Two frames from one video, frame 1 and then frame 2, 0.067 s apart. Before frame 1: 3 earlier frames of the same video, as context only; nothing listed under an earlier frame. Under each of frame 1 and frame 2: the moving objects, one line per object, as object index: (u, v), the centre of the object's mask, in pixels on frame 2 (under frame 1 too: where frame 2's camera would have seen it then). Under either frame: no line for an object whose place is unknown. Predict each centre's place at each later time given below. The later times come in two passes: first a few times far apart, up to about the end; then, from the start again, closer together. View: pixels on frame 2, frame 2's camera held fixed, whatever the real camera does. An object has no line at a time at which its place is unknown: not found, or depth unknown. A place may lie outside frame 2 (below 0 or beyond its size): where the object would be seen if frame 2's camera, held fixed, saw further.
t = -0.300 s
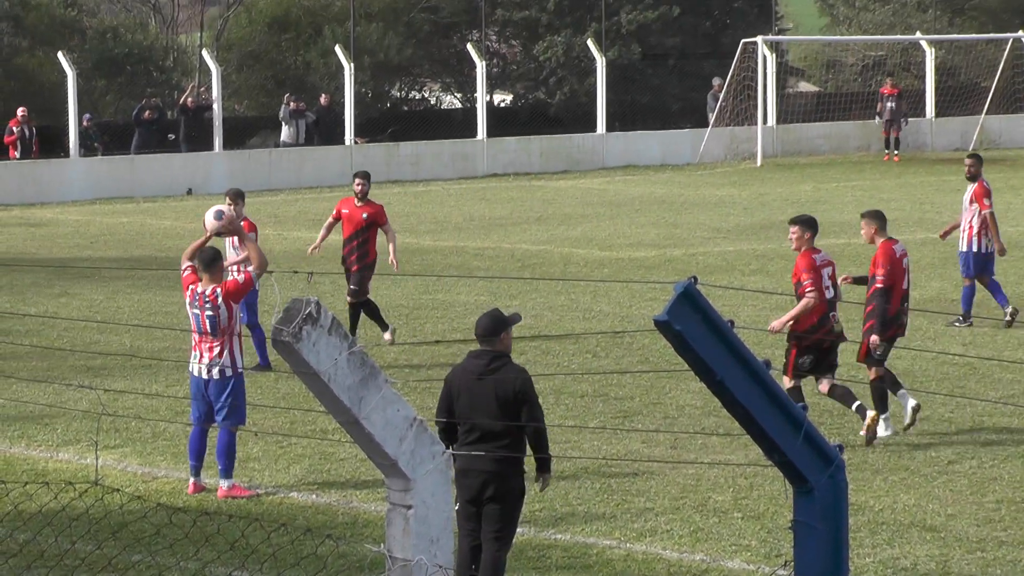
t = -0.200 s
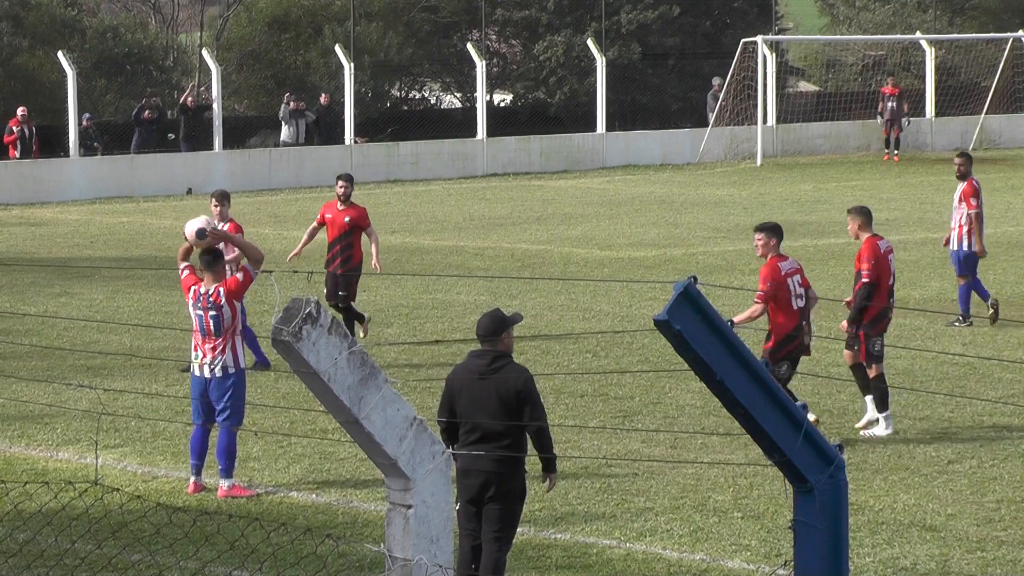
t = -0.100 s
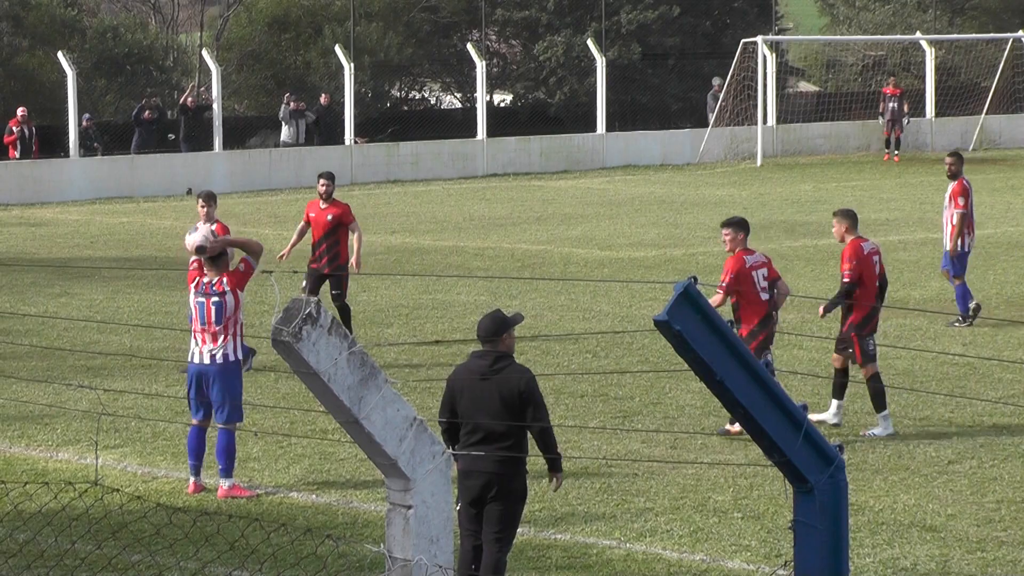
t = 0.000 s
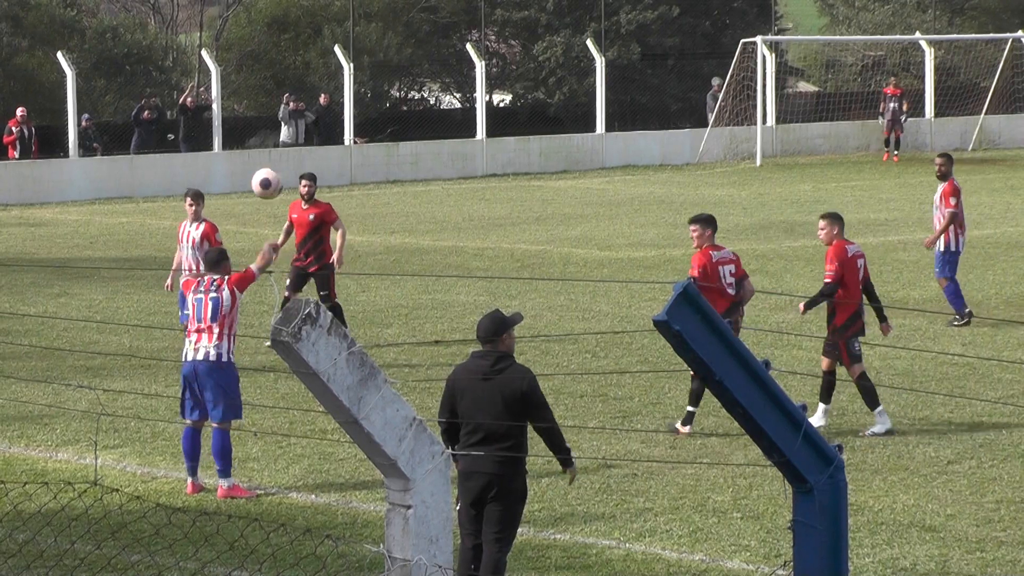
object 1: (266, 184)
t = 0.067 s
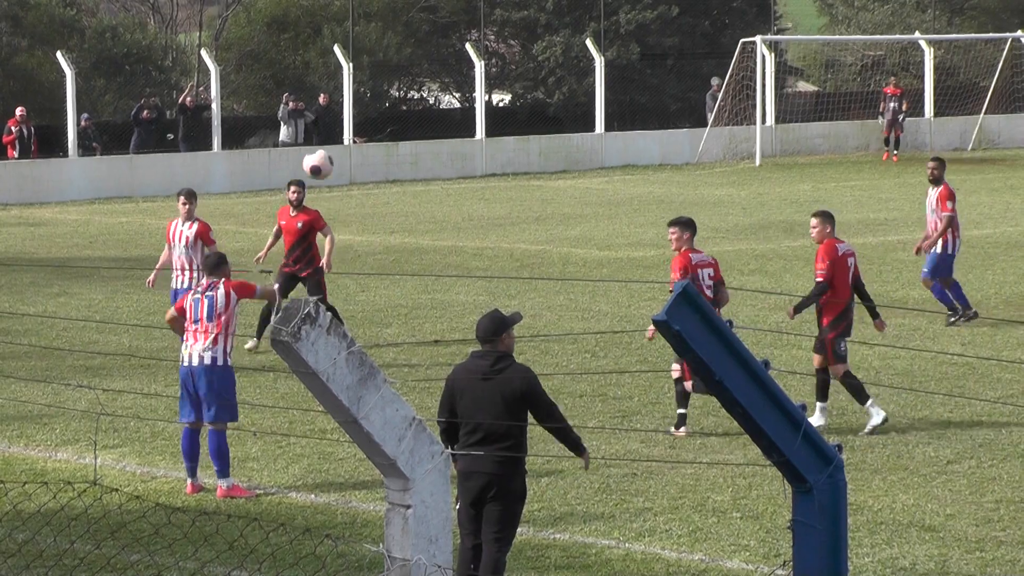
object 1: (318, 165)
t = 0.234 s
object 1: (434, 148)
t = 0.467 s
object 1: (567, 184)
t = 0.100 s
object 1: (343, 158)
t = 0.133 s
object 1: (366, 153)
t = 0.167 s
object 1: (389, 150)
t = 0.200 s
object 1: (412, 149)
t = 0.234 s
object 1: (434, 148)
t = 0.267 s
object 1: (455, 151)
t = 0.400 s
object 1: (533, 169)
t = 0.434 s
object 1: (550, 176)
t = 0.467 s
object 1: (567, 184)
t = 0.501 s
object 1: (584, 194)
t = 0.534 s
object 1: (599, 204)
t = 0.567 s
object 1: (615, 214)
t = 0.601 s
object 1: (629, 225)
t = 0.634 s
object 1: (643, 238)
